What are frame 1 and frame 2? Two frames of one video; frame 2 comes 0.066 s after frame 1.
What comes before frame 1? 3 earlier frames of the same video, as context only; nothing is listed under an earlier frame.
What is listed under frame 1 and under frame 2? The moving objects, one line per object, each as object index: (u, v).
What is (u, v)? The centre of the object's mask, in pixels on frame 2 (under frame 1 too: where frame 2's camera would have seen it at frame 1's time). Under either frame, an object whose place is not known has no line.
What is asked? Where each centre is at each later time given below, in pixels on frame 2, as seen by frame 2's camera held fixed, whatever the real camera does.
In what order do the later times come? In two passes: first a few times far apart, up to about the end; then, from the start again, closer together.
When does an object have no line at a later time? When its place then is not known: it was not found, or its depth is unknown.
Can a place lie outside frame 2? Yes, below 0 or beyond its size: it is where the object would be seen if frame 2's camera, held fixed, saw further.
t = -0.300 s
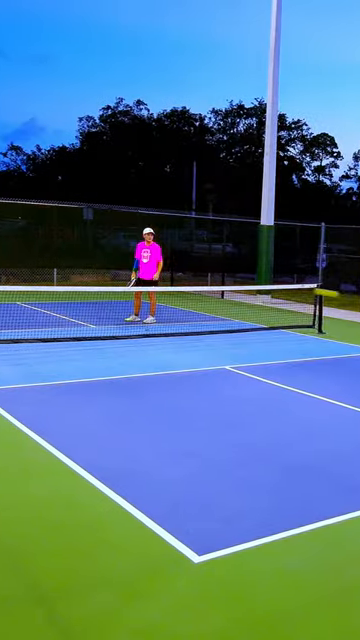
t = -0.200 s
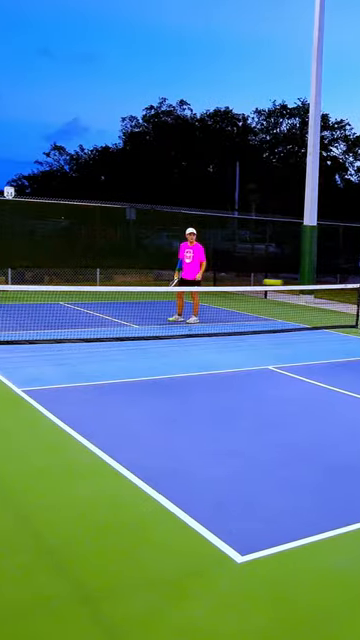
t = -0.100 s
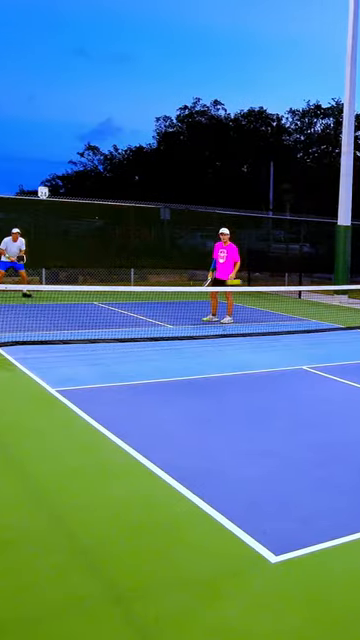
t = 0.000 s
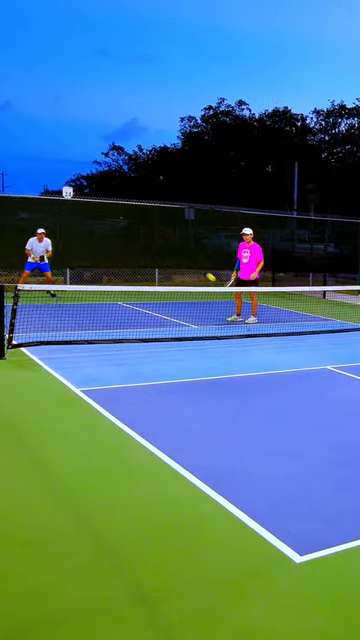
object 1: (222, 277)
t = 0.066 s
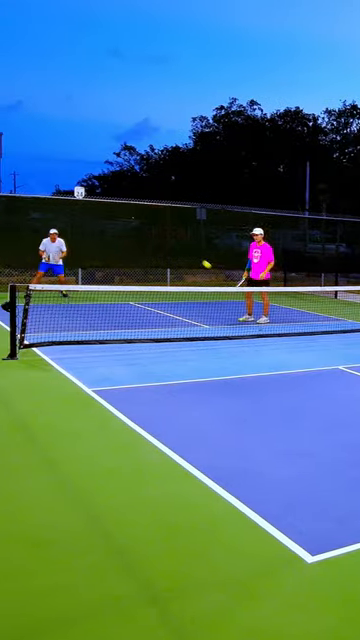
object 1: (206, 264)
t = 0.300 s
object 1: (155, 245)
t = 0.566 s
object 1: (107, 268)
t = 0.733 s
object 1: (81, 303)
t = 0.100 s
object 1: (198, 259)
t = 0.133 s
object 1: (191, 255)
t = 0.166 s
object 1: (183, 251)
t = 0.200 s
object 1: (176, 249)
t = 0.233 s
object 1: (169, 247)
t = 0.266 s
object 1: (162, 246)
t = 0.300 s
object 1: (155, 245)
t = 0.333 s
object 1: (148, 246)
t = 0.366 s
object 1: (142, 247)
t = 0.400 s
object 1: (135, 249)
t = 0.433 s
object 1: (130, 251)
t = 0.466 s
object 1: (123, 255)
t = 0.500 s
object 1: (118, 258)
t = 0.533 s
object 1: (112, 263)
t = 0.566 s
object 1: (107, 268)
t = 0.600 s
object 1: (101, 274)
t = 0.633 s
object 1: (96, 280)
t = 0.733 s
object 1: (81, 303)
